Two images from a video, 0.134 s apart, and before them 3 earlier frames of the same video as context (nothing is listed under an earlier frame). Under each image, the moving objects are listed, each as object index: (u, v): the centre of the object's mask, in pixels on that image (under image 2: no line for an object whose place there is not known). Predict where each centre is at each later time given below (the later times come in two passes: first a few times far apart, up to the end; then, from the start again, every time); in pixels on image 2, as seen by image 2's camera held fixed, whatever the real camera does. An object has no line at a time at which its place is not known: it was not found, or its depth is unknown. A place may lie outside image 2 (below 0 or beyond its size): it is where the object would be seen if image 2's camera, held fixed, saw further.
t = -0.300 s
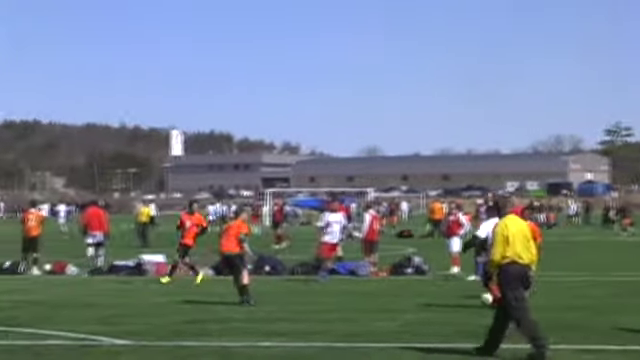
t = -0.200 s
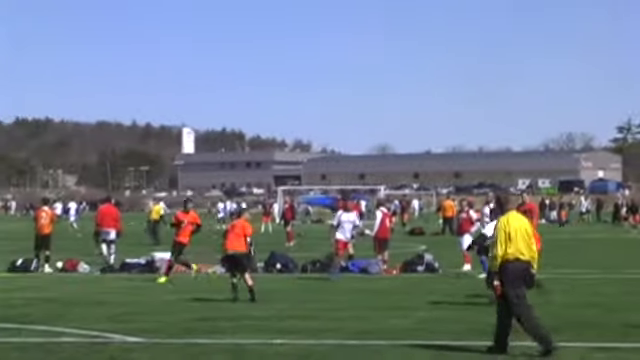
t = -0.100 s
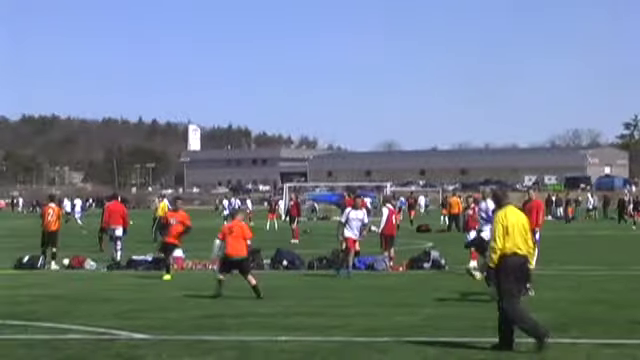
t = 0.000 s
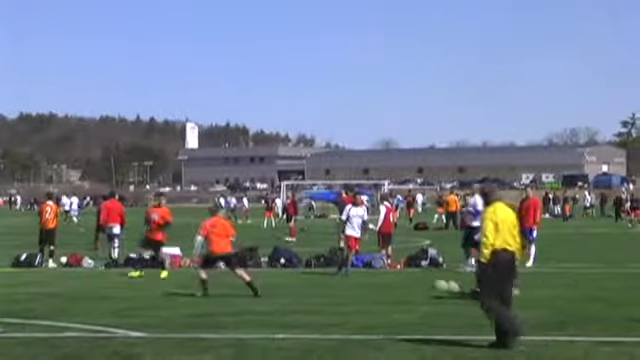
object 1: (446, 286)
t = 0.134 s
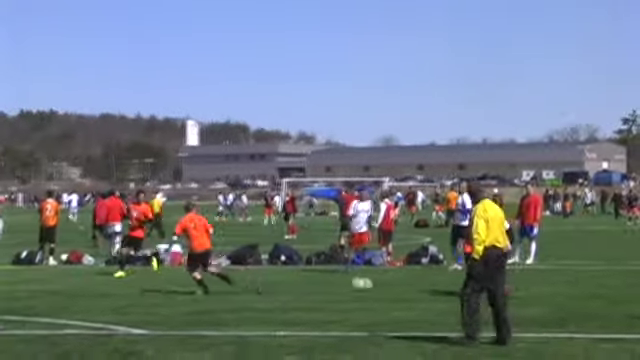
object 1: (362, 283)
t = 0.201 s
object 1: (319, 288)
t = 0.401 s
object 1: (196, 297)
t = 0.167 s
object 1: (340, 284)
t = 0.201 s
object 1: (319, 288)
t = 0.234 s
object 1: (296, 291)
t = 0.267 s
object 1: (273, 295)
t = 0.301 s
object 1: (252, 298)
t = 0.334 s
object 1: (234, 297)
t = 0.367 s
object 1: (214, 297)
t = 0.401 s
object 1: (196, 297)
